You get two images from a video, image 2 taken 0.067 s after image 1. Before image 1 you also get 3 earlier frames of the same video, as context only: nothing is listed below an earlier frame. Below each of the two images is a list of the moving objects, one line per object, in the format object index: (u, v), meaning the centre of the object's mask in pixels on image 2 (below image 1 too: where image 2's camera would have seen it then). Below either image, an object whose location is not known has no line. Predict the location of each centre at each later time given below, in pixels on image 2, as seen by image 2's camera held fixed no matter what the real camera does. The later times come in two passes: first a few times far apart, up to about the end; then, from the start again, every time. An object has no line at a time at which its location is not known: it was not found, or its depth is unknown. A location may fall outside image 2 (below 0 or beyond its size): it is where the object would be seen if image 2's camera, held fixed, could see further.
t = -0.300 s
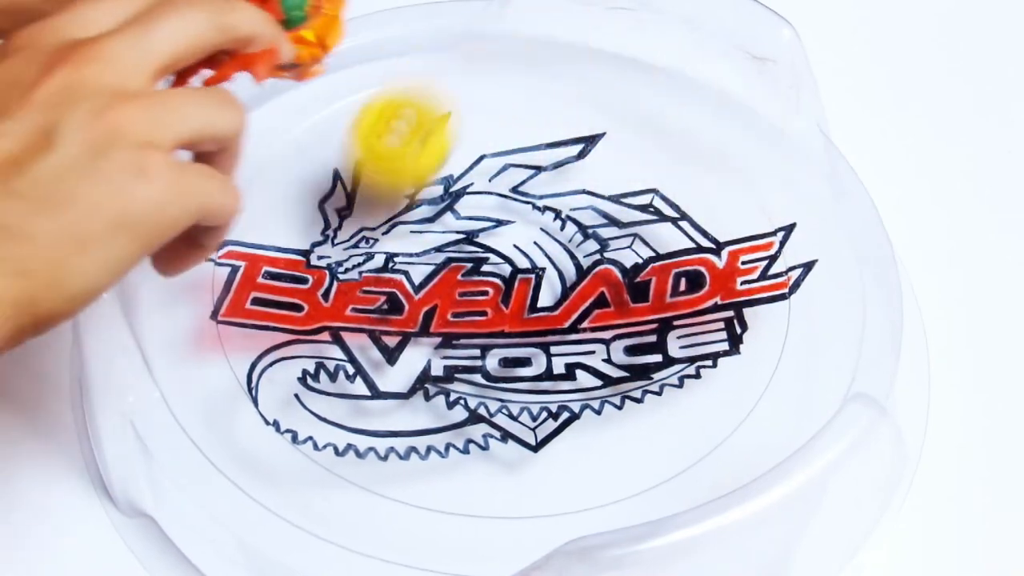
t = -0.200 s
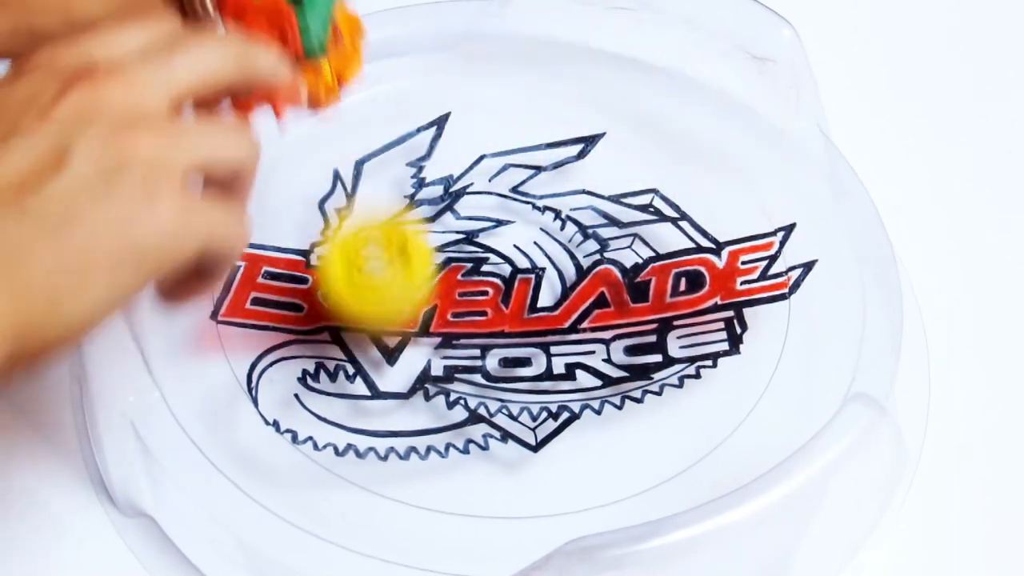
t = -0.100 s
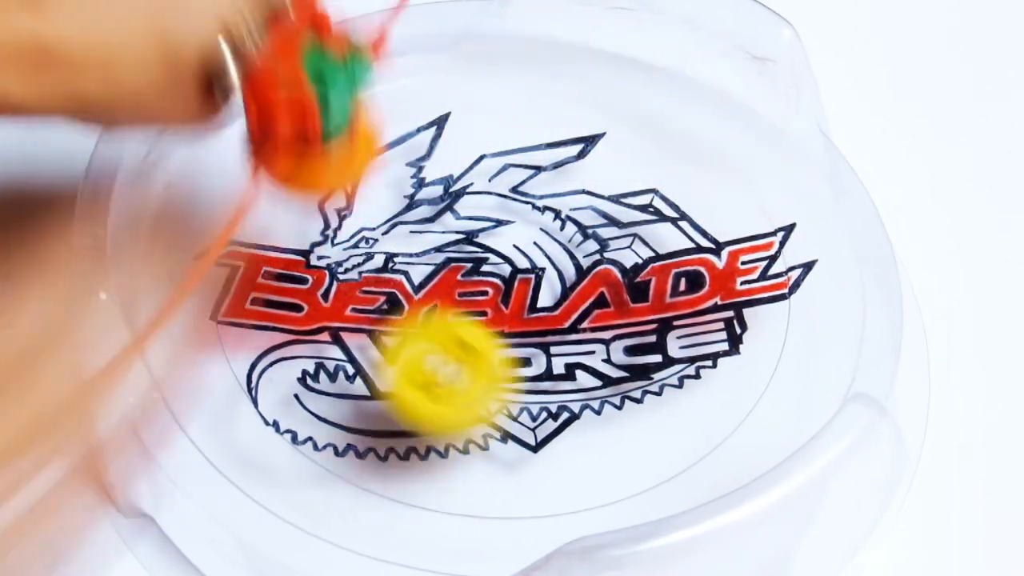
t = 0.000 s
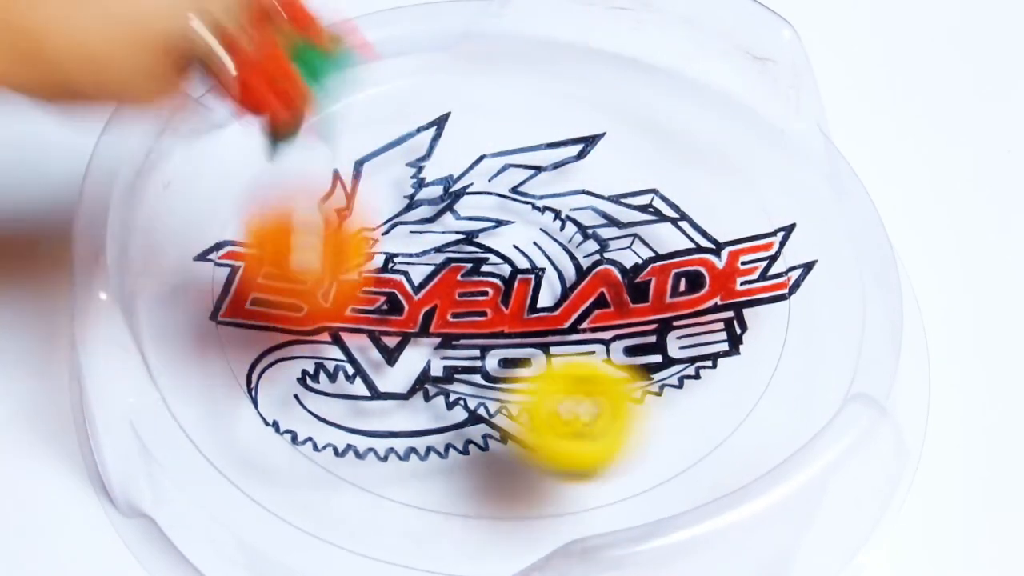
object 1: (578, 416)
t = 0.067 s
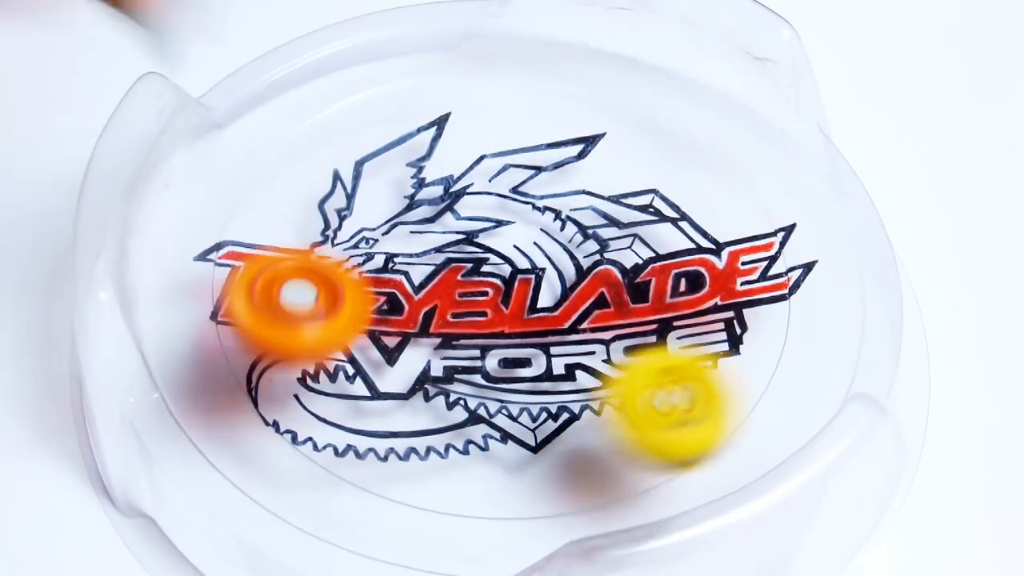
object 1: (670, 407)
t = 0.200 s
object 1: (758, 310)
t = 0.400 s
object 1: (699, 170)
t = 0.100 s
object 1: (713, 392)
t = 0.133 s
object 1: (740, 370)
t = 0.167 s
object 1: (751, 337)
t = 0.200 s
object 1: (758, 310)
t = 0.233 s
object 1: (764, 282)
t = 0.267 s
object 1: (765, 256)
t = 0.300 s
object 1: (760, 228)
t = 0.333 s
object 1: (747, 205)
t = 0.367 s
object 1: (725, 185)
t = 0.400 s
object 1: (699, 170)
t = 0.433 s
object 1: (664, 158)
